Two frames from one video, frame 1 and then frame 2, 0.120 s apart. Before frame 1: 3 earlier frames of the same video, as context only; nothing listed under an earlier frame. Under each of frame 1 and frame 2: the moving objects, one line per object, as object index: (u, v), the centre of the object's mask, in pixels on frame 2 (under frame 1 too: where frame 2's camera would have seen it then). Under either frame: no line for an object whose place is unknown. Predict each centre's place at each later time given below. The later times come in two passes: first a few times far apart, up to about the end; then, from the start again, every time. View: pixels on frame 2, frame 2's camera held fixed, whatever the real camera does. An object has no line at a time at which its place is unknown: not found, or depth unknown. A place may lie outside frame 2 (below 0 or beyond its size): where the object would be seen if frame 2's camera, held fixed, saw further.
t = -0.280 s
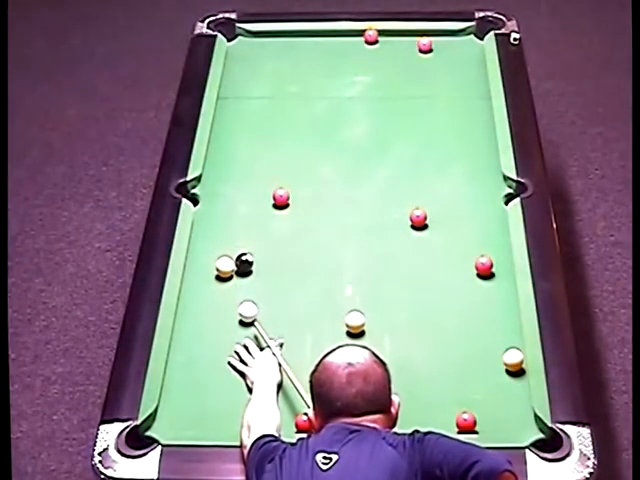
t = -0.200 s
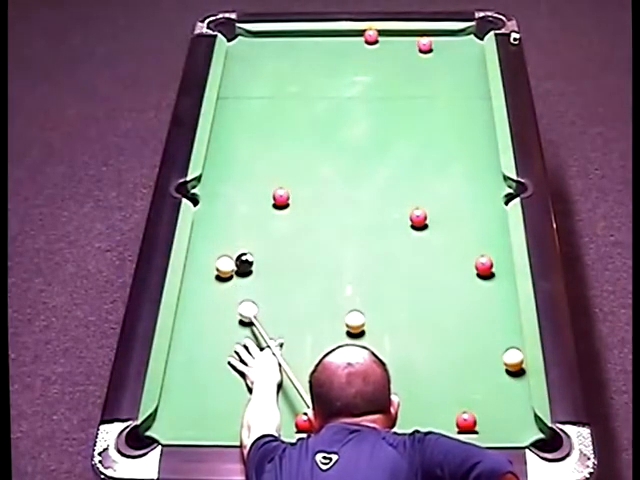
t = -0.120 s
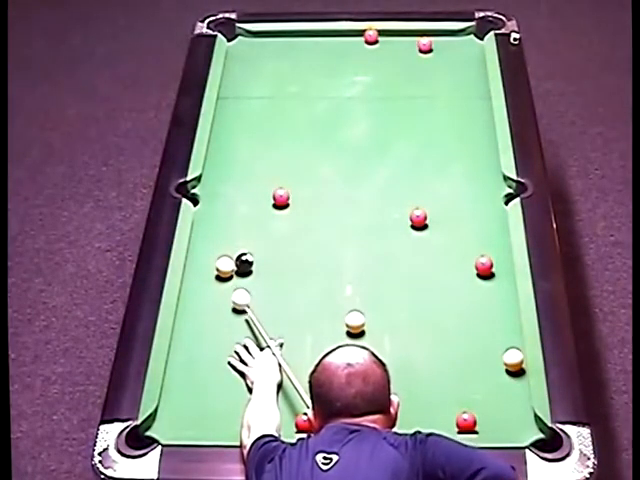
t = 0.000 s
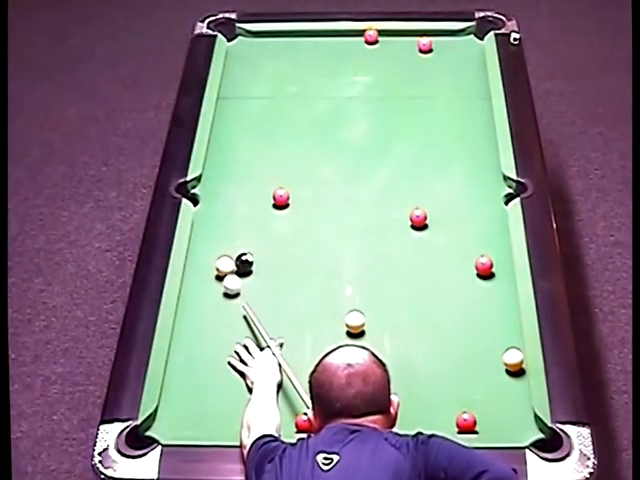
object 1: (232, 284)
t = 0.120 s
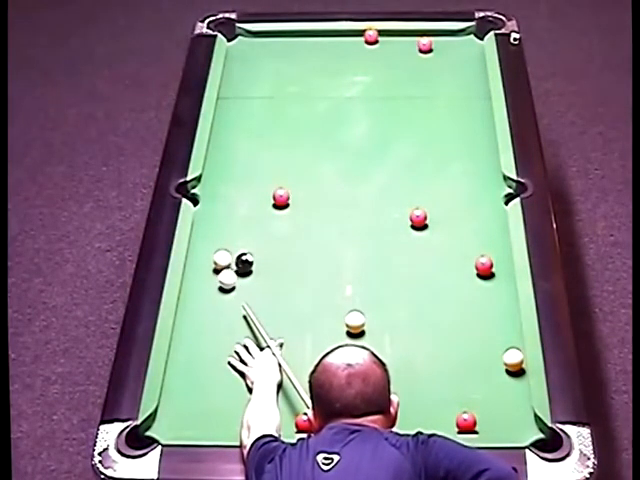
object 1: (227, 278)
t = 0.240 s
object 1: (224, 275)
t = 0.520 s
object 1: (219, 273)
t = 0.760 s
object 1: (216, 272)
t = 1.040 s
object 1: (215, 272)
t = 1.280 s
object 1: (215, 272)
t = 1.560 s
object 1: (215, 272)
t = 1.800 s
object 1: (214, 272)
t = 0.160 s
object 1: (226, 277)
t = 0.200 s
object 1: (225, 276)
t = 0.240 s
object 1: (224, 275)
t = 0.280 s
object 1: (223, 275)
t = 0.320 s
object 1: (222, 274)
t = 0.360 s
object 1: (222, 274)
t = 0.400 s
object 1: (221, 274)
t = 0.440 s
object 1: (220, 273)
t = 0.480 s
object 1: (219, 273)
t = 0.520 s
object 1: (219, 273)
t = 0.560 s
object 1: (218, 273)
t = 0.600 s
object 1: (217, 273)
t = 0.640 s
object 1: (217, 272)
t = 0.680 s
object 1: (216, 273)
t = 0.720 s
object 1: (216, 273)
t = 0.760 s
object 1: (216, 272)
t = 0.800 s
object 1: (215, 272)
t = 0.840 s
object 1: (215, 272)
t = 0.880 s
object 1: (215, 272)
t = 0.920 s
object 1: (215, 272)
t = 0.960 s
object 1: (215, 272)
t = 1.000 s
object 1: (215, 272)
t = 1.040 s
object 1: (215, 272)
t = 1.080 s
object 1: (215, 272)
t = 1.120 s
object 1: (215, 272)
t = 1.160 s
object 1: (215, 272)
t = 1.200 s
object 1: (215, 272)
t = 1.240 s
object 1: (215, 272)
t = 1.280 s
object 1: (215, 272)
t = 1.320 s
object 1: (215, 272)
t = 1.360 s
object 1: (215, 272)
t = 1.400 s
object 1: (215, 272)
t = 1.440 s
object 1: (215, 272)
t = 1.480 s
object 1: (215, 272)
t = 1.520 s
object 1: (215, 272)
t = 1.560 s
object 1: (215, 272)
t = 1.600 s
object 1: (215, 272)
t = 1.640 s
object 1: (215, 272)
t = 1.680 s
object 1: (215, 272)
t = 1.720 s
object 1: (215, 272)
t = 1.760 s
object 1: (215, 272)
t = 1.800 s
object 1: (214, 272)
